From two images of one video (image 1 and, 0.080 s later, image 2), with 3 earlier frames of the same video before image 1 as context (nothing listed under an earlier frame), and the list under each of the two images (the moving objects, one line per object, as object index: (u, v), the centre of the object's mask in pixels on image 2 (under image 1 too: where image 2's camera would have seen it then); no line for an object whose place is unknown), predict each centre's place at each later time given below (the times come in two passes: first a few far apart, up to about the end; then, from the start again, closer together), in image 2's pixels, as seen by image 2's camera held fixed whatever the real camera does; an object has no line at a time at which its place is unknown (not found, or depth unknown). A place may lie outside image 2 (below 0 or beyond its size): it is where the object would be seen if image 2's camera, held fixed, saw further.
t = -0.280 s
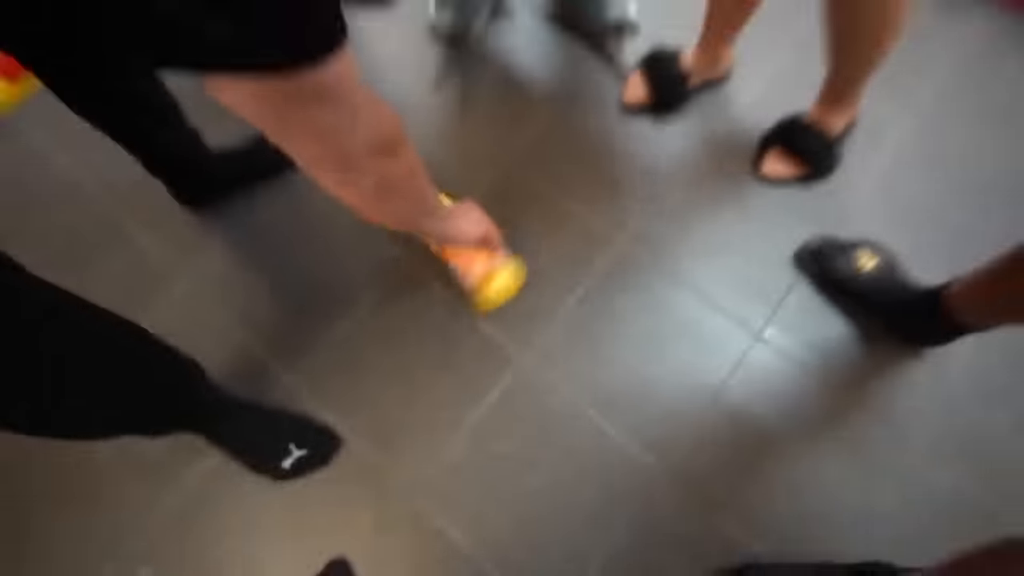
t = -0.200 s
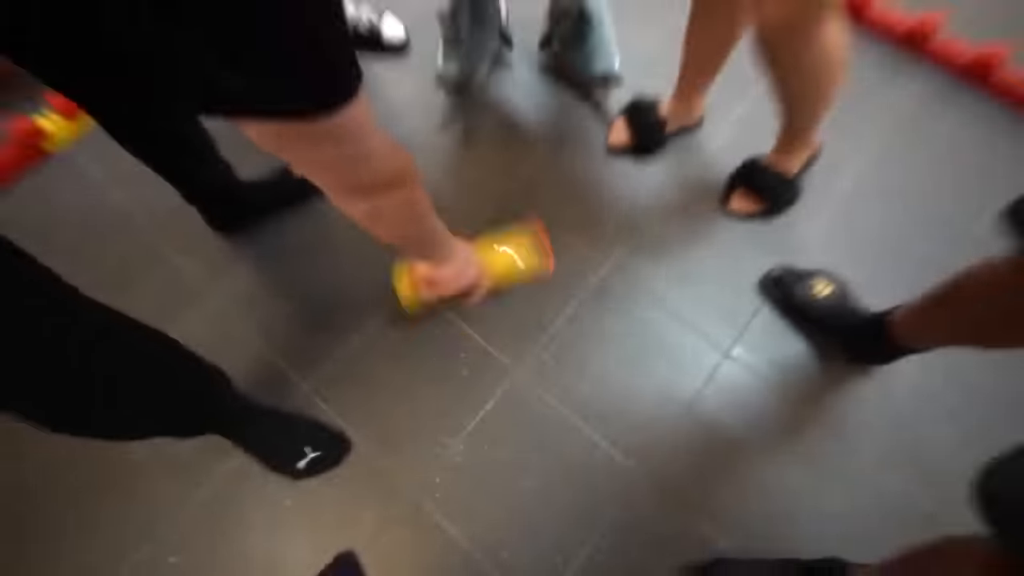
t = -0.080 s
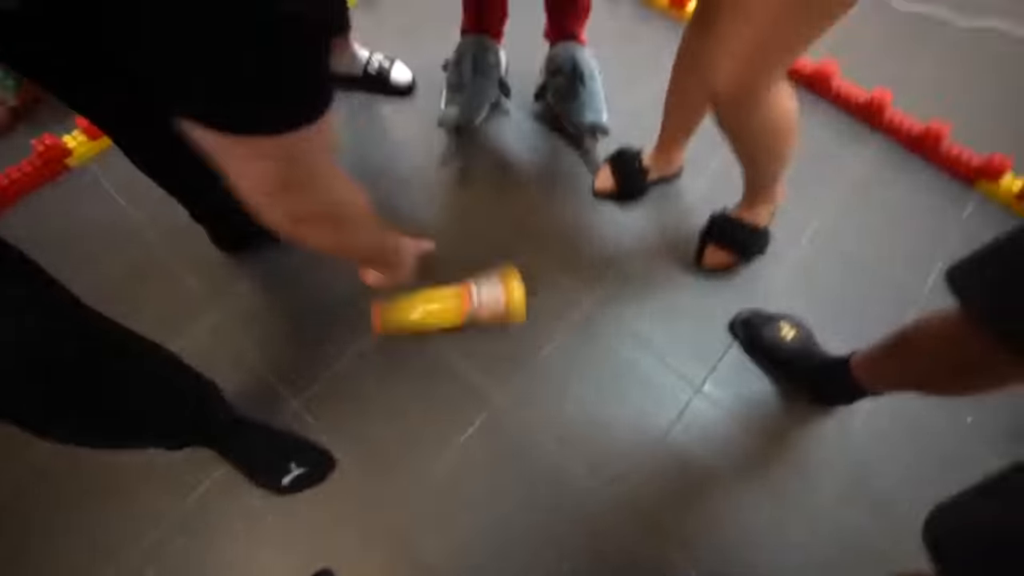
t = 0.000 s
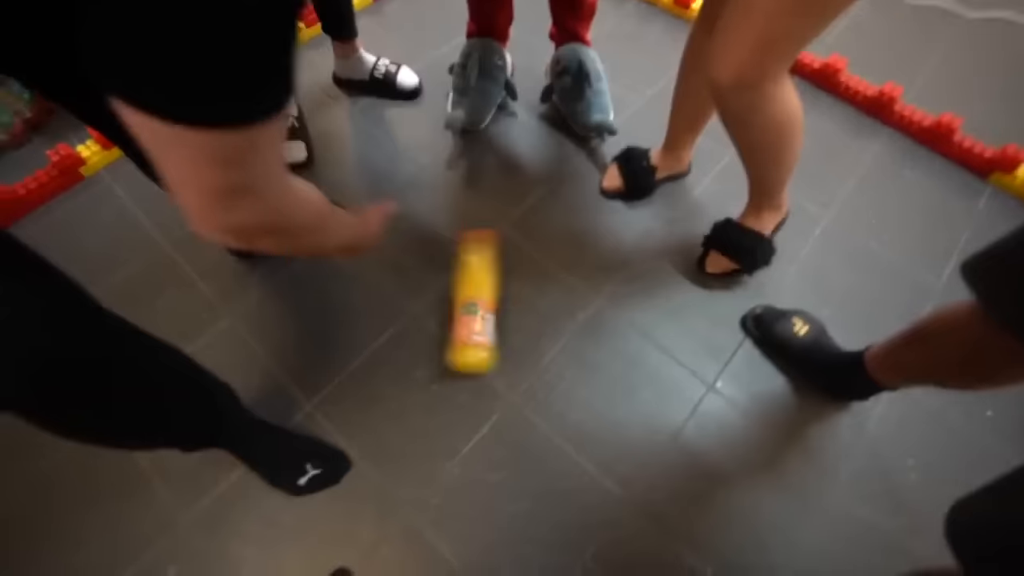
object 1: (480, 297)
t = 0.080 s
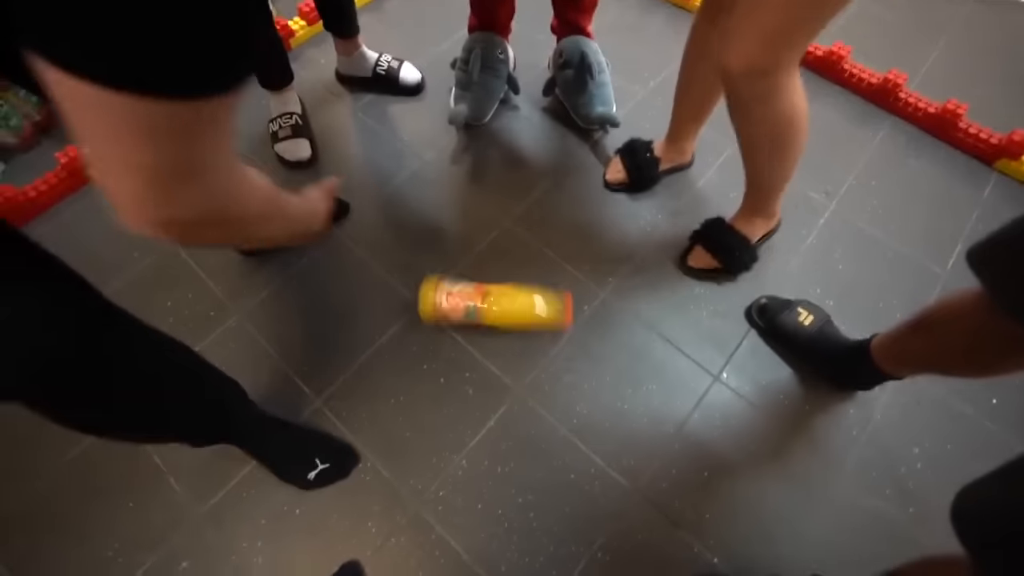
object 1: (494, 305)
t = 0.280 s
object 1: (486, 305)
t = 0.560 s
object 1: (492, 322)
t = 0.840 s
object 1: (497, 312)
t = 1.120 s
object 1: (500, 312)
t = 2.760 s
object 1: (542, 289)
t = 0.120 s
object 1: (492, 314)
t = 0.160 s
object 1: (484, 318)
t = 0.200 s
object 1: (481, 312)
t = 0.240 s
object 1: (481, 307)
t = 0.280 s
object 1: (486, 305)
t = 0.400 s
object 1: (496, 307)
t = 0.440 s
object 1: (499, 311)
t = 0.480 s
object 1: (499, 316)
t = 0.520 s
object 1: (497, 320)
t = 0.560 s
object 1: (492, 322)
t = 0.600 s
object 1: (488, 318)
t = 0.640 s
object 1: (487, 315)
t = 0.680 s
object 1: (488, 312)
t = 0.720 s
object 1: (490, 310)
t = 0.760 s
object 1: (494, 310)
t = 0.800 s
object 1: (496, 311)
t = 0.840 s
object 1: (497, 312)
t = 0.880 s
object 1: (497, 311)
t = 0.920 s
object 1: (498, 310)
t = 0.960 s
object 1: (498, 311)
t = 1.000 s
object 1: (499, 311)
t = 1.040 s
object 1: (500, 311)
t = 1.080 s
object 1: (500, 312)
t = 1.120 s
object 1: (500, 312)
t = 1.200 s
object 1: (501, 313)
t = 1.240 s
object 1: (502, 313)
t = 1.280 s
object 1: (502, 313)
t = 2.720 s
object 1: (540, 290)
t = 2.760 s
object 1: (542, 289)
